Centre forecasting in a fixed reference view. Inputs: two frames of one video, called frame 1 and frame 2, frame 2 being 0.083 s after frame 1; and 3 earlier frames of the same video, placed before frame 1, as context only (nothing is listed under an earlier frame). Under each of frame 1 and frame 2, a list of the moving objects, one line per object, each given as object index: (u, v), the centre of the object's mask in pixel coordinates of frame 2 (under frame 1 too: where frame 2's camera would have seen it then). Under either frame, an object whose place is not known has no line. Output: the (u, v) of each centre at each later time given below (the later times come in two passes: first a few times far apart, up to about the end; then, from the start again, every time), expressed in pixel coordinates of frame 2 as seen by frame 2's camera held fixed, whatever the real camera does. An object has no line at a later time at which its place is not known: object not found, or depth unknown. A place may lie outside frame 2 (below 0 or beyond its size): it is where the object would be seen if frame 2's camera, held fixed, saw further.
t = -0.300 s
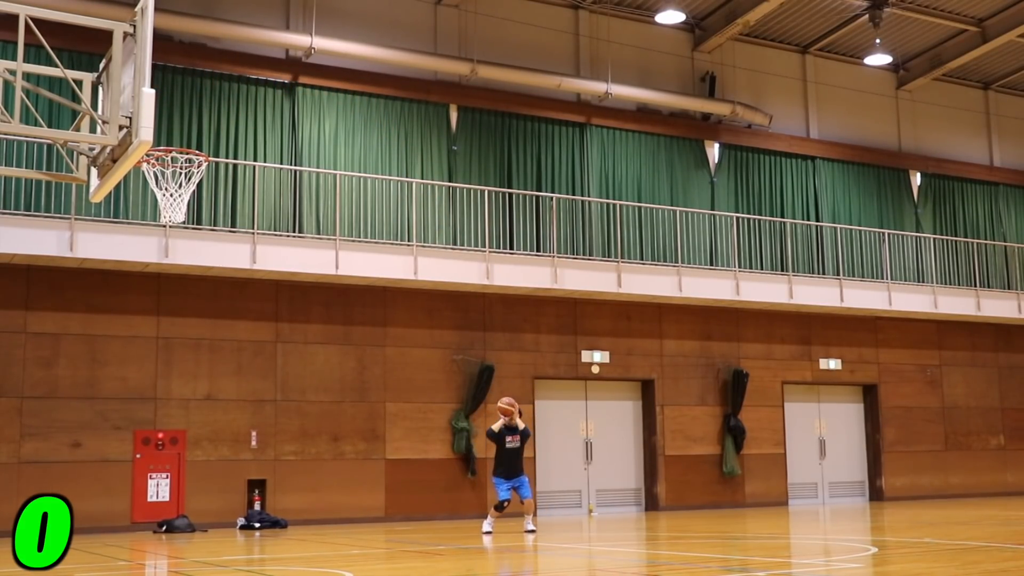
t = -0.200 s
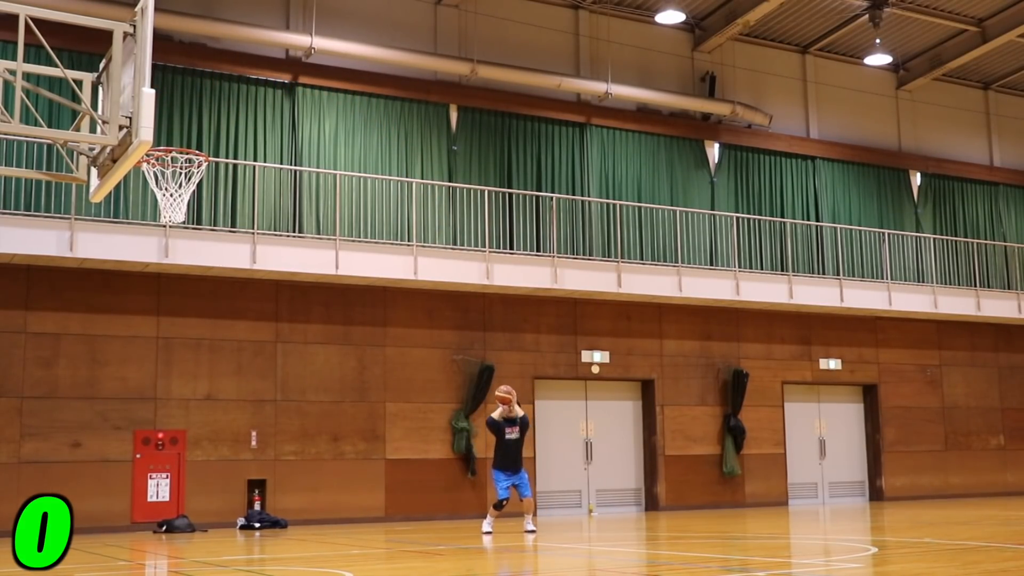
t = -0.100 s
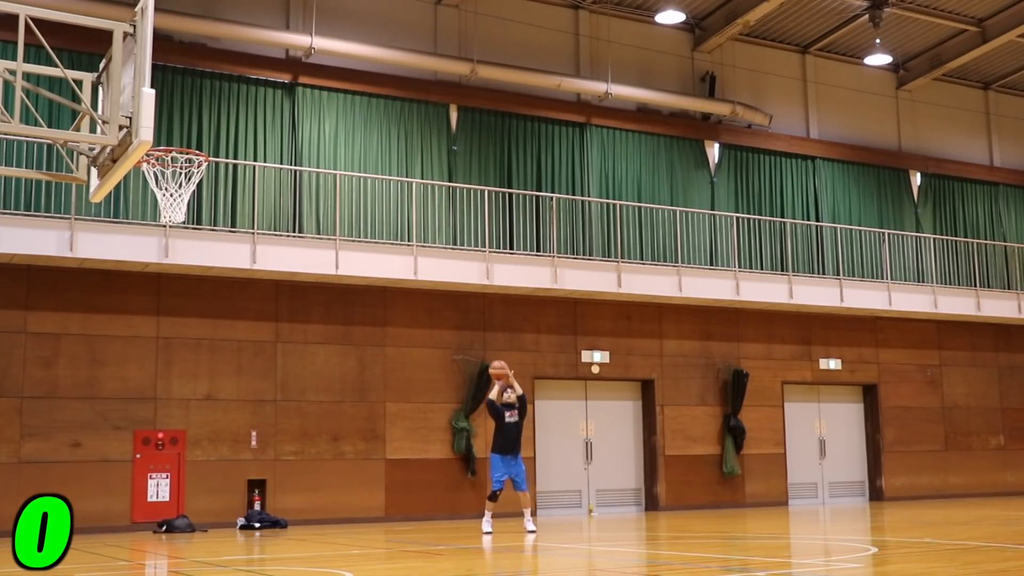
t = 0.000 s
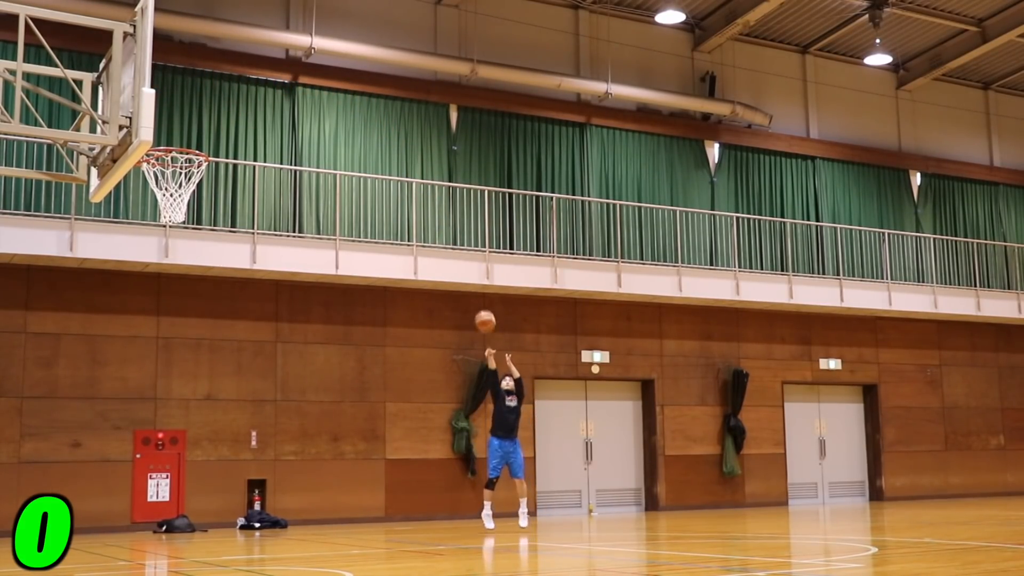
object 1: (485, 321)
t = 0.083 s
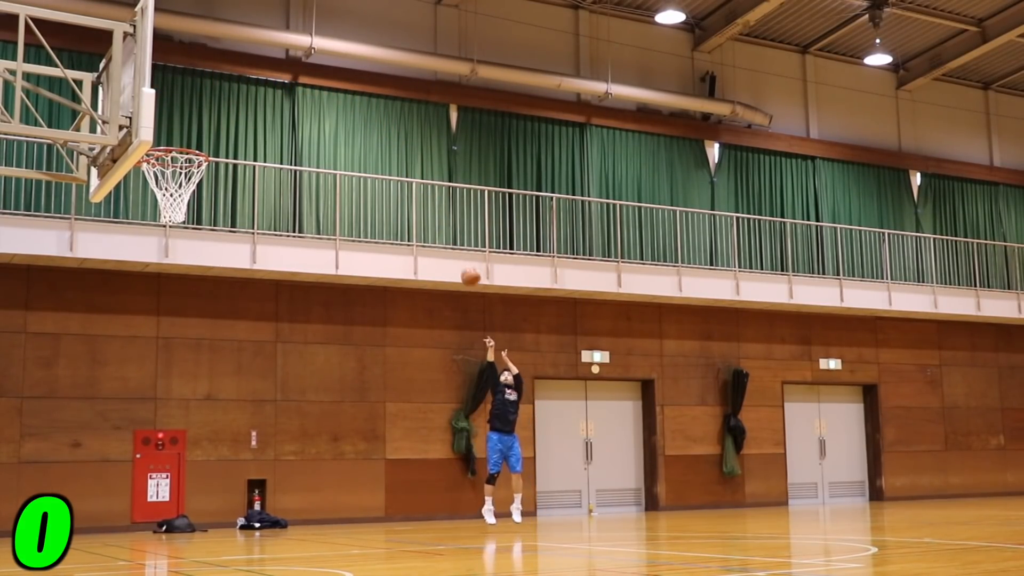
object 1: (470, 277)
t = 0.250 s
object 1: (441, 199)
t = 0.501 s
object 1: (389, 113)
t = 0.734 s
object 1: (333, 74)
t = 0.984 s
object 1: (259, 90)
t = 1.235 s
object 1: (169, 174)
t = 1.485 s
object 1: (178, 336)
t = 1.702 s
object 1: (183, 542)
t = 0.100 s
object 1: (467, 268)
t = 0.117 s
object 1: (465, 260)
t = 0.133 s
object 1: (462, 251)
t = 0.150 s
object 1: (459, 244)
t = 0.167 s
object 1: (456, 236)
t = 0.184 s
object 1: (453, 228)
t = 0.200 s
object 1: (450, 221)
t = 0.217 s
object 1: (447, 213)
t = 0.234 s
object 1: (444, 206)
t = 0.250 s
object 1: (441, 199)
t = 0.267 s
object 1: (437, 192)
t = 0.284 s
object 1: (434, 185)
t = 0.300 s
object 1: (431, 178)
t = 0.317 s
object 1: (428, 172)
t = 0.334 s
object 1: (425, 166)
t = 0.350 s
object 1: (421, 160)
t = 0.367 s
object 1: (418, 154)
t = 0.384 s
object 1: (414, 148)
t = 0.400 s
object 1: (411, 143)
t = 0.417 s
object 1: (408, 137)
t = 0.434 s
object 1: (404, 132)
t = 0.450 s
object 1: (400, 127)
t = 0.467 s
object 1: (396, 122)
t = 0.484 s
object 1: (393, 118)
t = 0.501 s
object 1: (389, 113)
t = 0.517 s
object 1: (385, 109)
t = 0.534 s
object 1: (382, 105)
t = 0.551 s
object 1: (378, 101)
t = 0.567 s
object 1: (374, 98)
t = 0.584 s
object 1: (370, 95)
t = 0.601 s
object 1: (366, 91)
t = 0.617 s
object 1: (362, 88)
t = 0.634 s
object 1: (358, 85)
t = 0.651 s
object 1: (354, 83)
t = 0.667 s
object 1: (350, 81)
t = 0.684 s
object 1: (346, 79)
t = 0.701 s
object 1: (342, 77)
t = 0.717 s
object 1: (337, 75)
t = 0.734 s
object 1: (333, 74)
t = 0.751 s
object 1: (328, 73)
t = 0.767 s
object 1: (323, 72)
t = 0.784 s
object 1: (319, 72)
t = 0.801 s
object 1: (315, 71)
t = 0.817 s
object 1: (309, 72)
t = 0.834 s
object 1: (305, 72)
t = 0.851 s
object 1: (300, 72)
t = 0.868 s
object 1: (295, 74)
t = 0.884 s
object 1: (291, 75)
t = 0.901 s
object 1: (286, 77)
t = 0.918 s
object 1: (280, 79)
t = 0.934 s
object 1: (275, 81)
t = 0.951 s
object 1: (270, 83)
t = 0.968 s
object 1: (264, 87)
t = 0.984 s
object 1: (259, 90)
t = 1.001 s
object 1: (253, 93)
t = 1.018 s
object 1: (247, 97)
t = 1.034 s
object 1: (242, 102)
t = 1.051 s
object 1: (236, 107)
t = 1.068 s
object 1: (229, 112)
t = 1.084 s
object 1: (223, 118)
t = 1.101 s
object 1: (217, 124)
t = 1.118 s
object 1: (211, 131)
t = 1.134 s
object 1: (204, 137)
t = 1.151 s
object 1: (199, 141)
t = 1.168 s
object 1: (190, 149)
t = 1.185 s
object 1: (183, 155)
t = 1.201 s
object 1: (175, 160)
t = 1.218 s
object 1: (169, 167)
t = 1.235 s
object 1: (169, 174)
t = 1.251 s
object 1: (169, 184)
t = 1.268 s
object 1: (170, 195)
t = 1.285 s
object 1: (170, 204)
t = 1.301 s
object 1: (172, 216)
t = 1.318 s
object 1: (172, 222)
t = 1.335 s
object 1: (173, 231)
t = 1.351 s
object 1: (173, 242)
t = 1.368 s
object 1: (174, 253)
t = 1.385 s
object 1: (174, 266)
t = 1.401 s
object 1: (176, 278)
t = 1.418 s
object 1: (176, 288)
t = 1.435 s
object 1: (176, 300)
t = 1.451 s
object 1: (177, 311)
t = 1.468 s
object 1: (178, 323)
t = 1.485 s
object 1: (178, 336)
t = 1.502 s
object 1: (179, 353)
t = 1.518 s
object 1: (179, 365)
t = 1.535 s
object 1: (179, 379)
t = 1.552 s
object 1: (179, 394)
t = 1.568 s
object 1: (180, 408)
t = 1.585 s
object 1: (181, 424)
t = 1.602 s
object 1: (181, 440)
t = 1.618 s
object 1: (182, 457)
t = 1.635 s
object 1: (183, 473)
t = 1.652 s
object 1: (183, 488)
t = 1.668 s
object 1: (184, 510)
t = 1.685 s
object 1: (183, 526)
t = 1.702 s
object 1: (183, 542)
